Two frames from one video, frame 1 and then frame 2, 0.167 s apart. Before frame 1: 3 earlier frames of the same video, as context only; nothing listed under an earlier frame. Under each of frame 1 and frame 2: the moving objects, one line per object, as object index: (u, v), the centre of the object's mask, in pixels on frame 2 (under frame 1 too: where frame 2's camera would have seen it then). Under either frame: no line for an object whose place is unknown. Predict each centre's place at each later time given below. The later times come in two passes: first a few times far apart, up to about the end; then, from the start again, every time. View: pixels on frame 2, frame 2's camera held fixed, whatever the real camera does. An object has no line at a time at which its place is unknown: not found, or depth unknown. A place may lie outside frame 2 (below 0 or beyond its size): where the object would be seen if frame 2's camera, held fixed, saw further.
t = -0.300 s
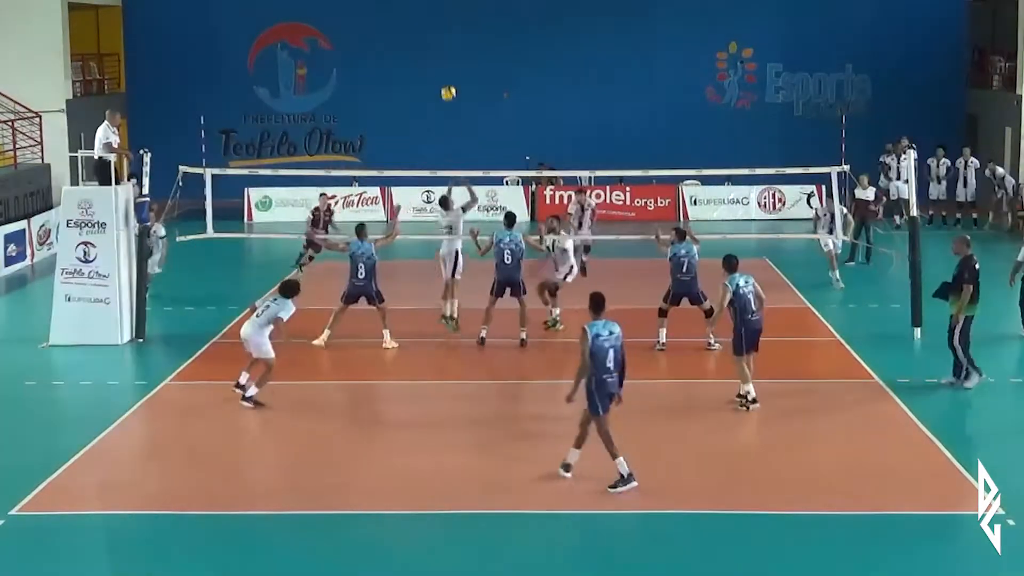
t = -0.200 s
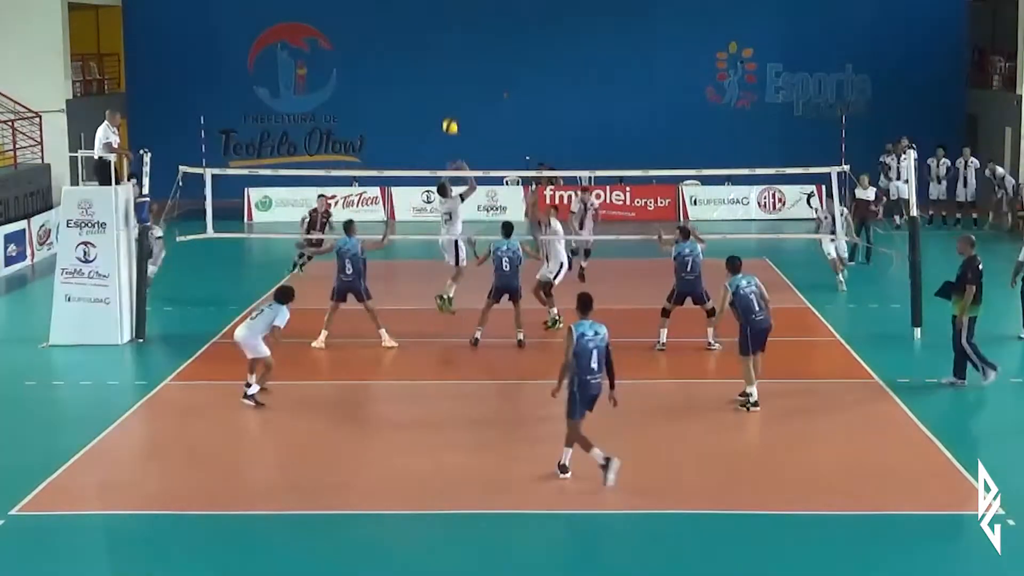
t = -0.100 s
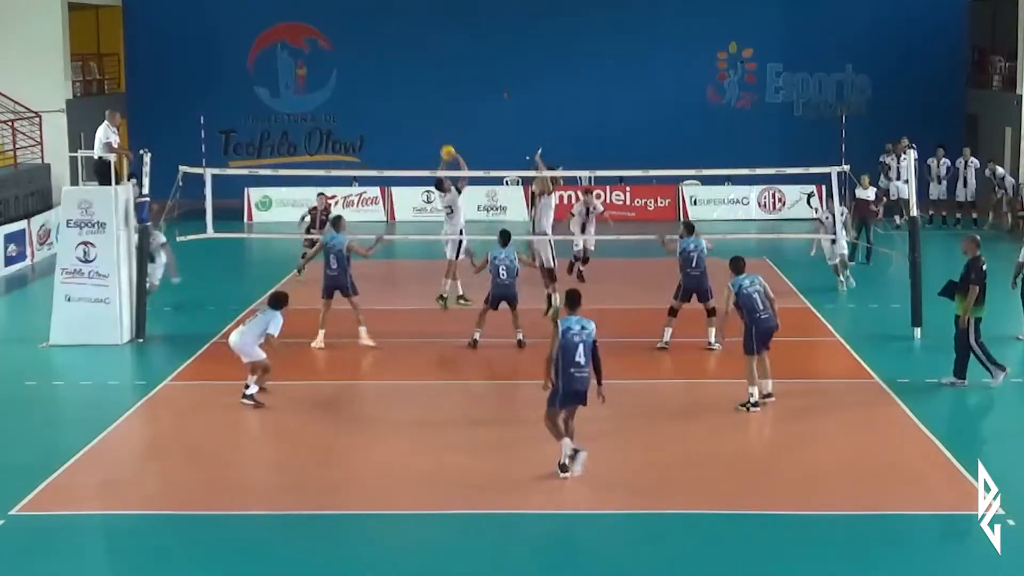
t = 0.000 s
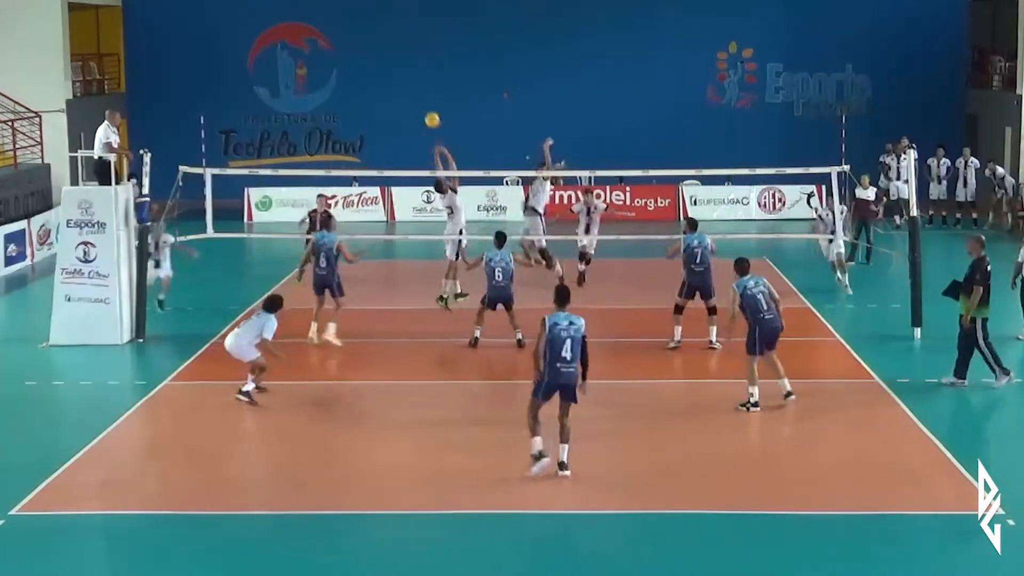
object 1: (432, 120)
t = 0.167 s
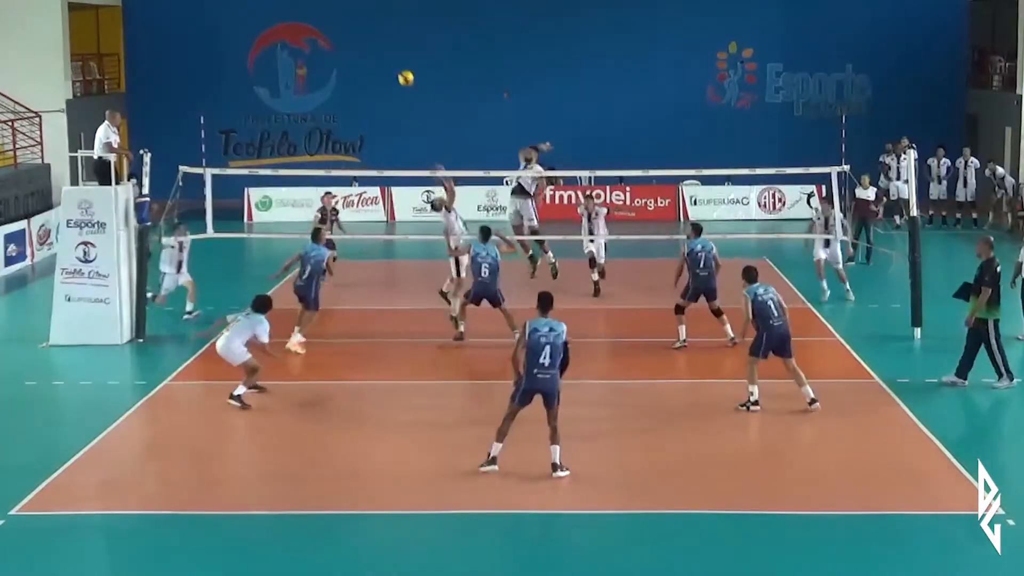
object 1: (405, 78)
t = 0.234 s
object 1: (396, 67)
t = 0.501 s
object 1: (356, 54)
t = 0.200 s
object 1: (400, 72)
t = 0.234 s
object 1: (396, 67)
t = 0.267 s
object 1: (390, 63)
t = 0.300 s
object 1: (386, 59)
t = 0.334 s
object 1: (381, 57)
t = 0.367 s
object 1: (375, 55)
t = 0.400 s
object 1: (371, 53)
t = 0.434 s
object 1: (366, 53)
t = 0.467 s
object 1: (361, 53)
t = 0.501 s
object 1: (356, 54)
